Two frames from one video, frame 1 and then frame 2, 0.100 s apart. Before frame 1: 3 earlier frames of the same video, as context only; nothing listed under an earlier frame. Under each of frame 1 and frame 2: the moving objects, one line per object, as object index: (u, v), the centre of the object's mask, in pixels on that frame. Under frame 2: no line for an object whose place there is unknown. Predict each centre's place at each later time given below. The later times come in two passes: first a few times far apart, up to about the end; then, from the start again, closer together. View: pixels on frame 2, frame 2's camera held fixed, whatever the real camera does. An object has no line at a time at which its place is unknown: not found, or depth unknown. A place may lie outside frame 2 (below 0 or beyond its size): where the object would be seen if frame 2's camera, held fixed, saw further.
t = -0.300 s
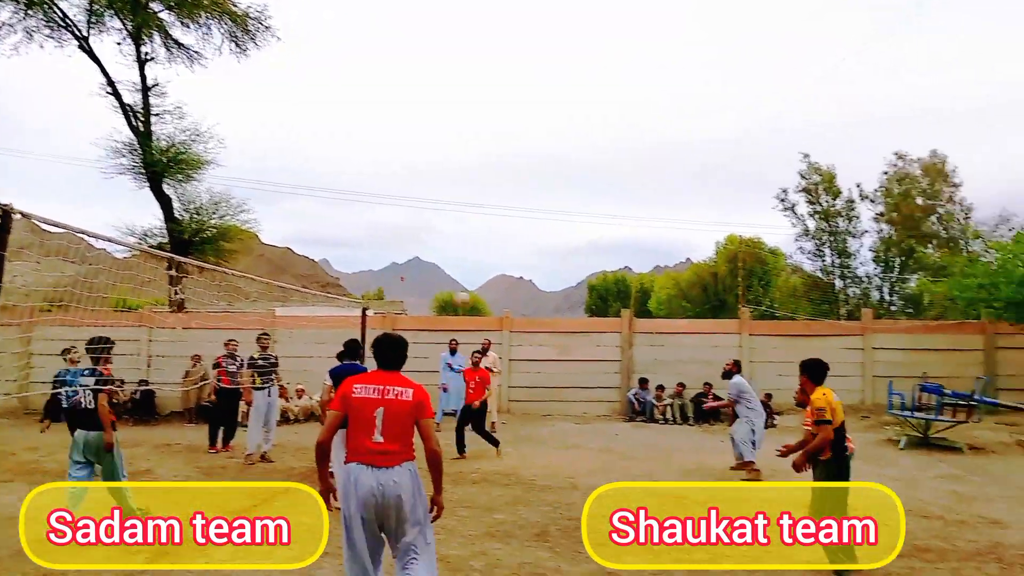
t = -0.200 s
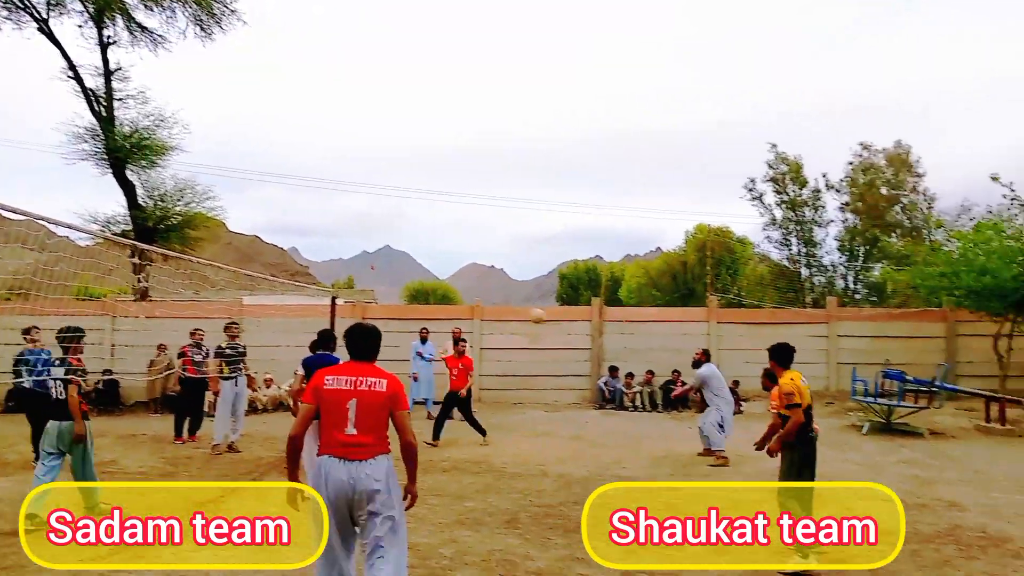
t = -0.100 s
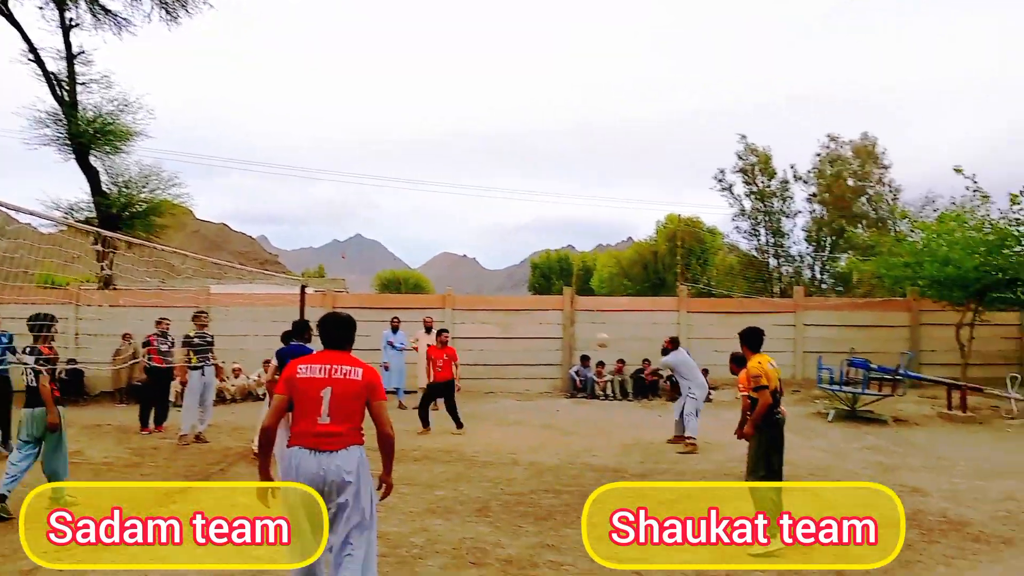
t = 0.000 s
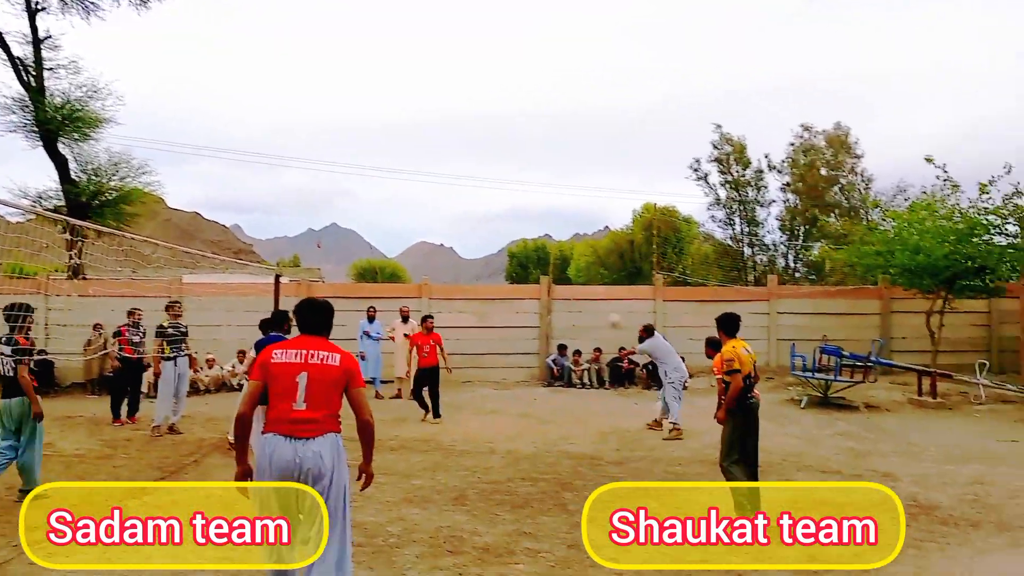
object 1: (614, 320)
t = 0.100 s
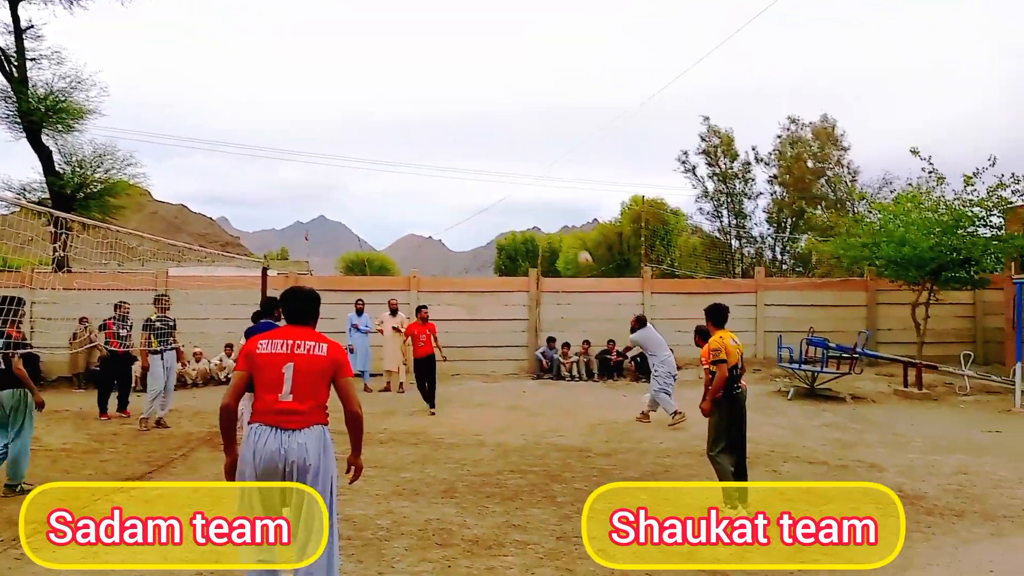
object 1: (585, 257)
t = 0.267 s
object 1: (553, 180)
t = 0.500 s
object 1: (509, 98)
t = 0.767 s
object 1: (458, 45)
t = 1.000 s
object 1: (412, 39)
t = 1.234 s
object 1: (363, 75)
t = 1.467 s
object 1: (311, 159)
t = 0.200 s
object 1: (565, 211)
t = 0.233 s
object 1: (559, 195)
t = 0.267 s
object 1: (553, 180)
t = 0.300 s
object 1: (547, 167)
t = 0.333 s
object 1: (541, 154)
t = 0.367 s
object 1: (534, 141)
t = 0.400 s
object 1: (528, 129)
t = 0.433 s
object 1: (522, 118)
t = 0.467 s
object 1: (515, 108)
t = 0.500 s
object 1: (509, 98)
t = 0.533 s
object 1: (503, 88)
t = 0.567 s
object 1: (497, 80)
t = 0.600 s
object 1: (490, 72)
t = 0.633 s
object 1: (484, 65)
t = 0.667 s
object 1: (477, 59)
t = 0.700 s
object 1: (471, 53)
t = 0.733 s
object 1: (465, 49)
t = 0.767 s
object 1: (458, 45)
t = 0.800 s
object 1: (452, 41)
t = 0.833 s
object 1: (446, 39)
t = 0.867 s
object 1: (439, 38)
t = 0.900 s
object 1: (432, 37)
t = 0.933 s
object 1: (426, 37)
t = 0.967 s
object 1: (418, 37)
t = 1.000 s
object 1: (412, 39)
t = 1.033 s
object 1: (406, 42)
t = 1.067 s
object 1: (398, 45)
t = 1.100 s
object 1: (391, 50)
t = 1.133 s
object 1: (385, 55)
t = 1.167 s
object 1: (377, 61)
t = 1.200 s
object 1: (370, 68)
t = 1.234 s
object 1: (363, 75)
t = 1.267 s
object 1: (356, 84)
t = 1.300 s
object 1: (349, 95)
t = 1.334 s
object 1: (342, 106)
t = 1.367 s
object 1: (333, 118)
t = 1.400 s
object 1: (326, 131)
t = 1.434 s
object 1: (318, 145)
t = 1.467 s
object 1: (311, 159)
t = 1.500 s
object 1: (303, 176)
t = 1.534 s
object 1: (295, 193)
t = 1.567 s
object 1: (287, 212)
